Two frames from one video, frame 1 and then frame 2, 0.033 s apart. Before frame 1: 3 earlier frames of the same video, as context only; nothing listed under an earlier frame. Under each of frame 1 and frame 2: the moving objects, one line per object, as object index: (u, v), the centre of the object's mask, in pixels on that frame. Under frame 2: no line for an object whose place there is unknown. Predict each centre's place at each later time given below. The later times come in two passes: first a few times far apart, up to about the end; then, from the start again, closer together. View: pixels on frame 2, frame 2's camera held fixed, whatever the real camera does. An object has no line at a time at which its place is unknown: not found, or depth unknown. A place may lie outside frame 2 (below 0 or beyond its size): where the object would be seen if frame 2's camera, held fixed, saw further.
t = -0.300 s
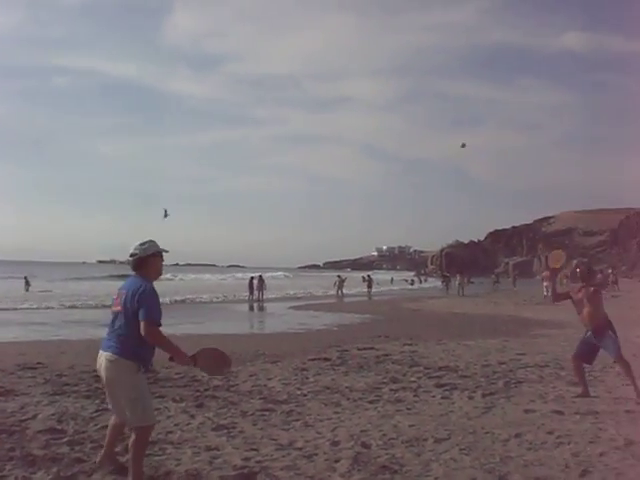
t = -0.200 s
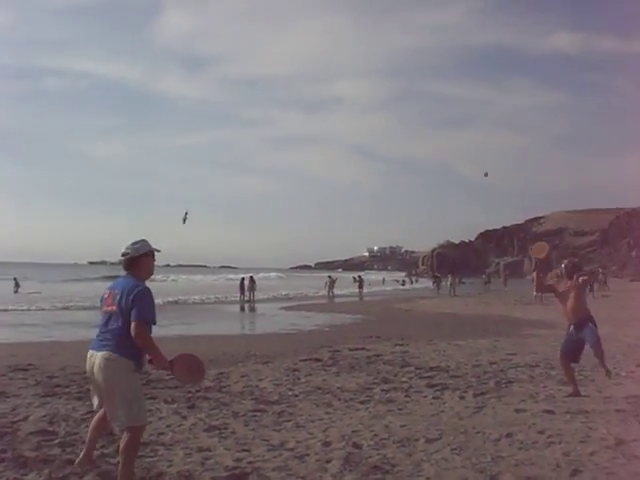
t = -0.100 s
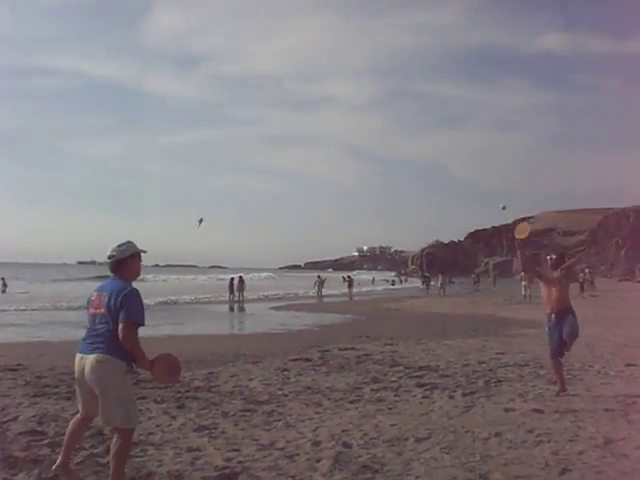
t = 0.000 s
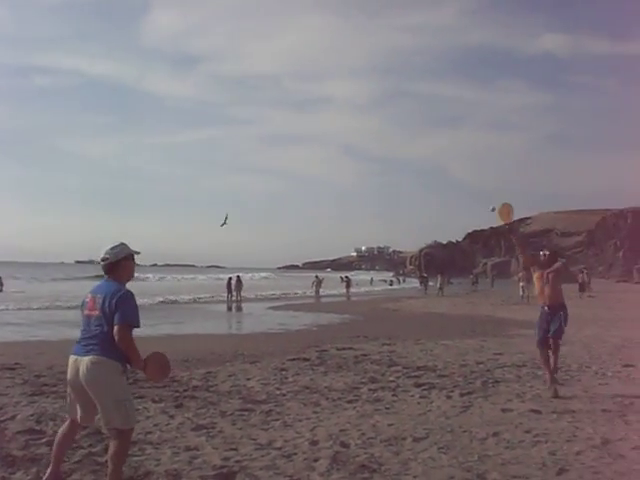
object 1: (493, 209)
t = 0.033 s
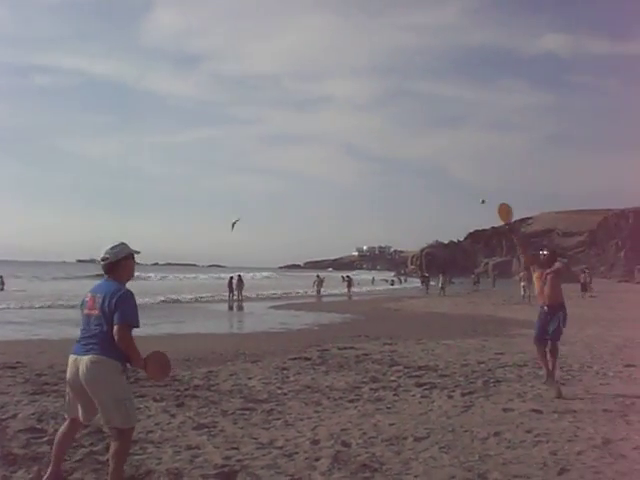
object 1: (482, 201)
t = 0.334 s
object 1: (354, 174)
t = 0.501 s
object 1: (260, 200)
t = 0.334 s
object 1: (354, 174)
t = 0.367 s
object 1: (337, 176)
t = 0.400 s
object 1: (319, 180)
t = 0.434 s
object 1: (300, 185)
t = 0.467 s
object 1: (281, 192)
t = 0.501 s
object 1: (260, 200)
